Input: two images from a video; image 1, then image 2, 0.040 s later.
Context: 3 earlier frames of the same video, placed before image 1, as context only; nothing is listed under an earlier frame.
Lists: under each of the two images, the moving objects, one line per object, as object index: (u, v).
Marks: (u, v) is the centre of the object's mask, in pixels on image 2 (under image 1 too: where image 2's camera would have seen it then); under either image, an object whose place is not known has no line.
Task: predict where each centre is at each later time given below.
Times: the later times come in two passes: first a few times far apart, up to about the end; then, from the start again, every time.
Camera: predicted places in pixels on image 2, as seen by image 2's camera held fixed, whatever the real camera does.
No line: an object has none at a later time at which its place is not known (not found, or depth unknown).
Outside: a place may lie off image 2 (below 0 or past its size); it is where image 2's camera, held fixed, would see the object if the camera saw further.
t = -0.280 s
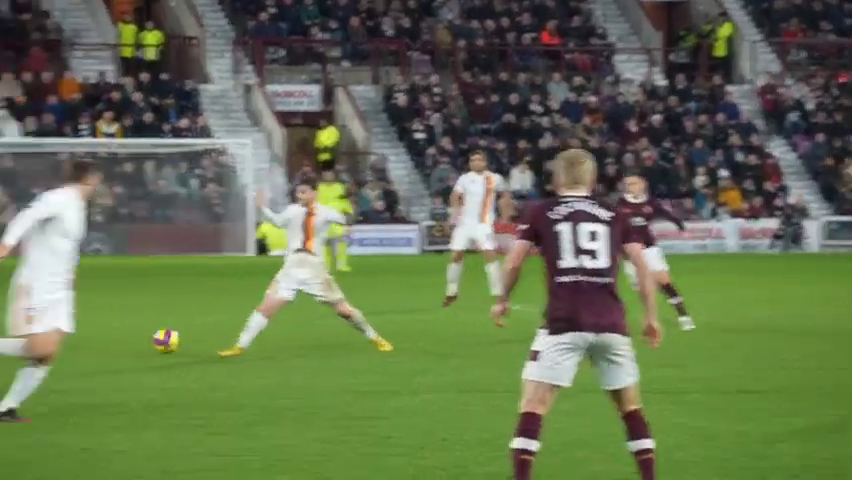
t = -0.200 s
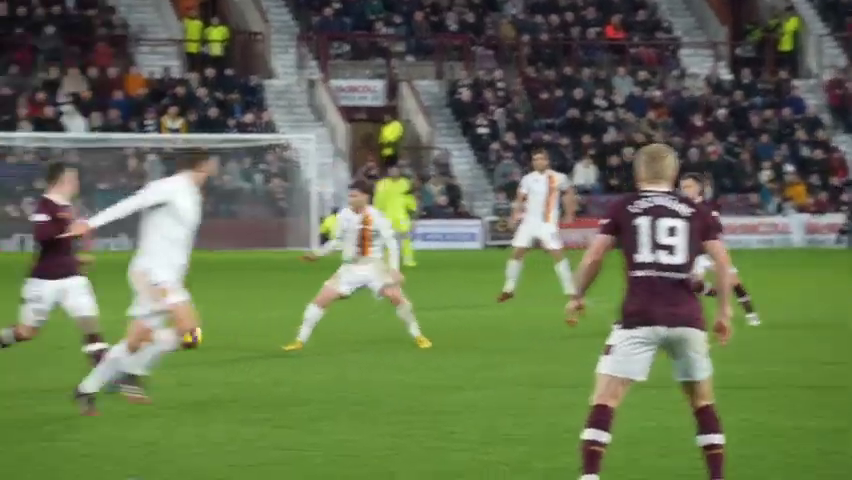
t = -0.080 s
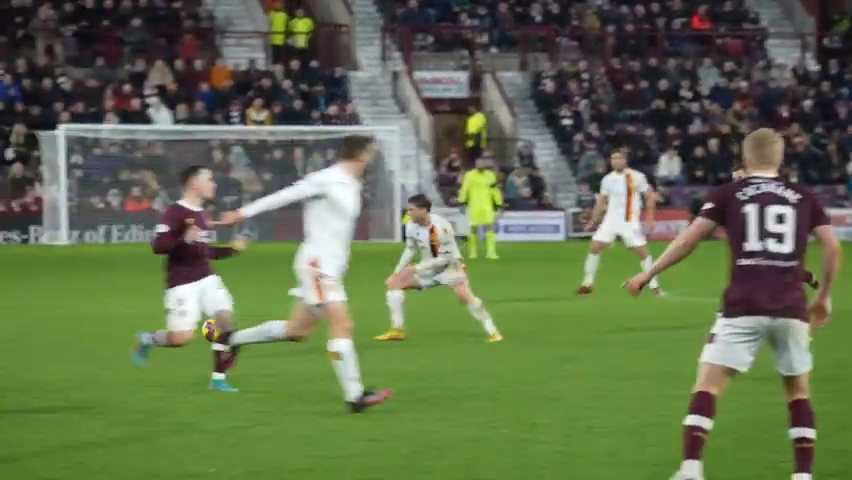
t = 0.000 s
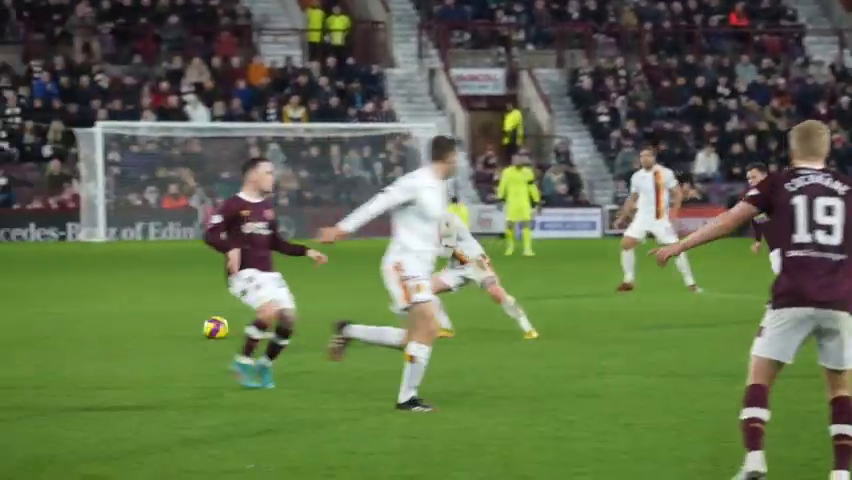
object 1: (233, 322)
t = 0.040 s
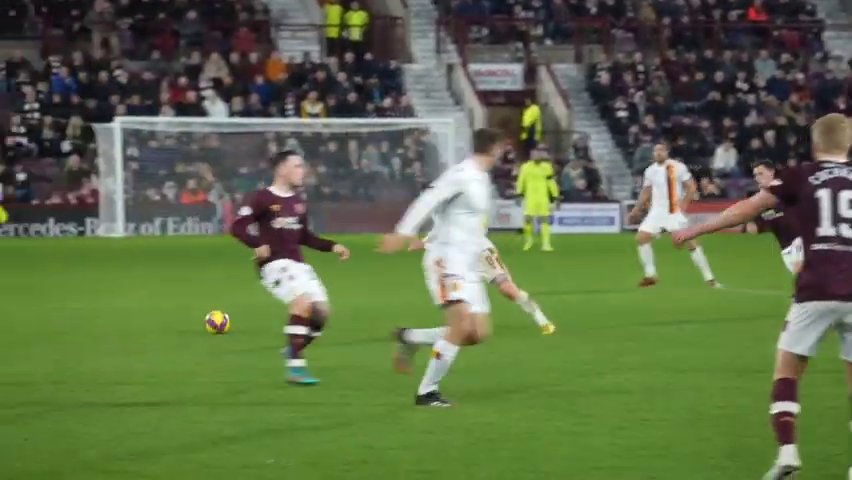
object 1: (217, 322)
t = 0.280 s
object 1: (117, 323)
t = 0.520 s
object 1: (26, 323)
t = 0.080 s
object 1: (200, 322)
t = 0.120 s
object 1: (182, 322)
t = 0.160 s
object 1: (166, 323)
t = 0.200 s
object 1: (149, 322)
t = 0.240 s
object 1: (133, 323)
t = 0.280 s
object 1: (117, 323)
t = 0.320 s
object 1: (102, 323)
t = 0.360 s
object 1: (86, 322)
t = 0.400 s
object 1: (71, 322)
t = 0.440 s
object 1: (56, 324)
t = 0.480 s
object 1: (41, 323)
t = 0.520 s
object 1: (26, 323)
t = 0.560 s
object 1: (12, 323)
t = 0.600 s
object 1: (-2, 324)
